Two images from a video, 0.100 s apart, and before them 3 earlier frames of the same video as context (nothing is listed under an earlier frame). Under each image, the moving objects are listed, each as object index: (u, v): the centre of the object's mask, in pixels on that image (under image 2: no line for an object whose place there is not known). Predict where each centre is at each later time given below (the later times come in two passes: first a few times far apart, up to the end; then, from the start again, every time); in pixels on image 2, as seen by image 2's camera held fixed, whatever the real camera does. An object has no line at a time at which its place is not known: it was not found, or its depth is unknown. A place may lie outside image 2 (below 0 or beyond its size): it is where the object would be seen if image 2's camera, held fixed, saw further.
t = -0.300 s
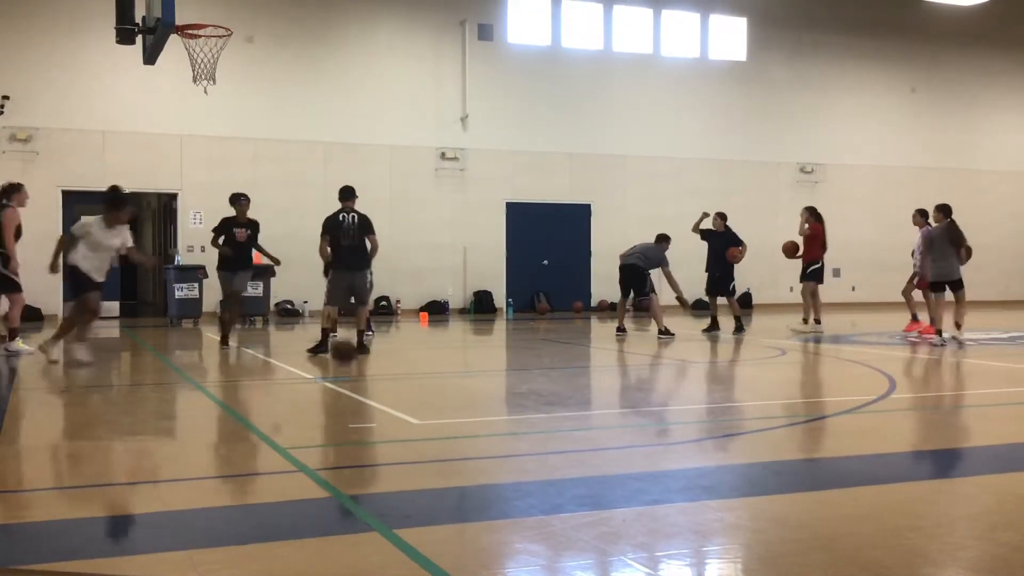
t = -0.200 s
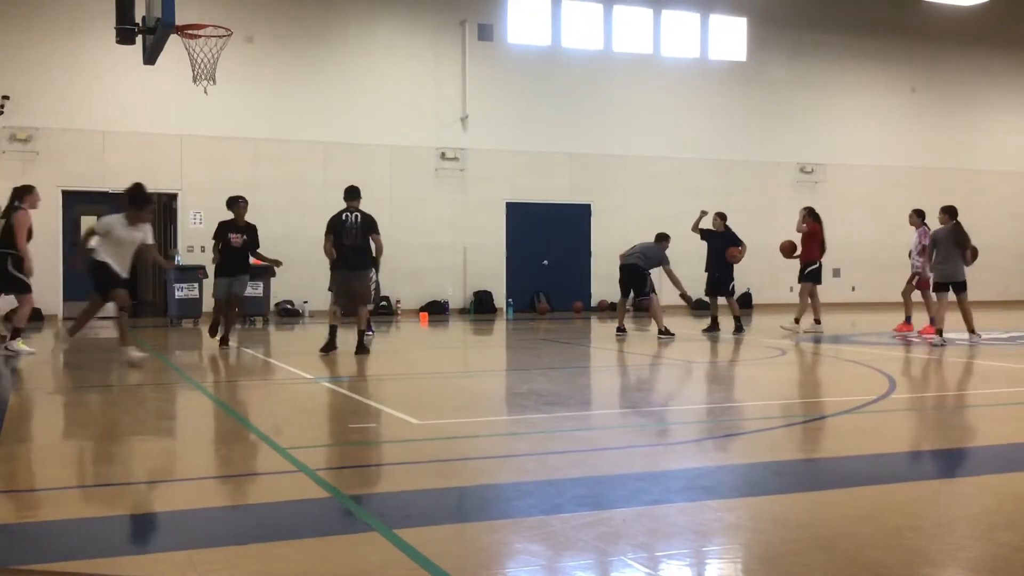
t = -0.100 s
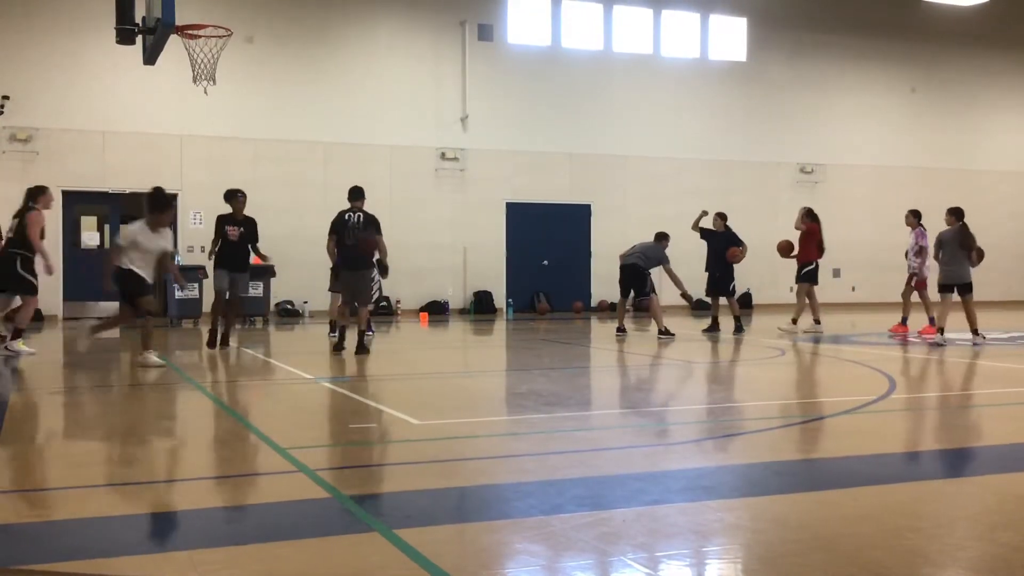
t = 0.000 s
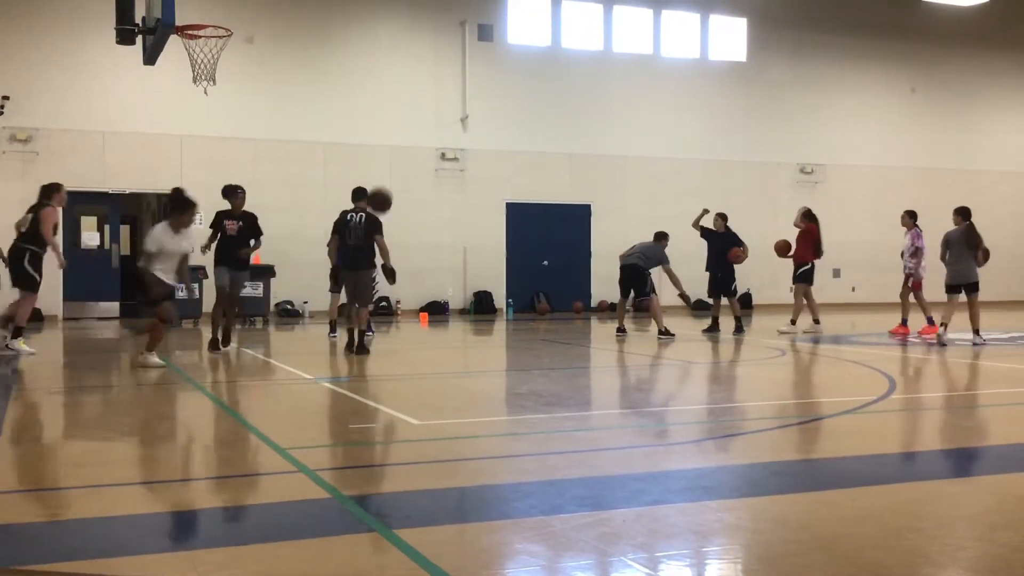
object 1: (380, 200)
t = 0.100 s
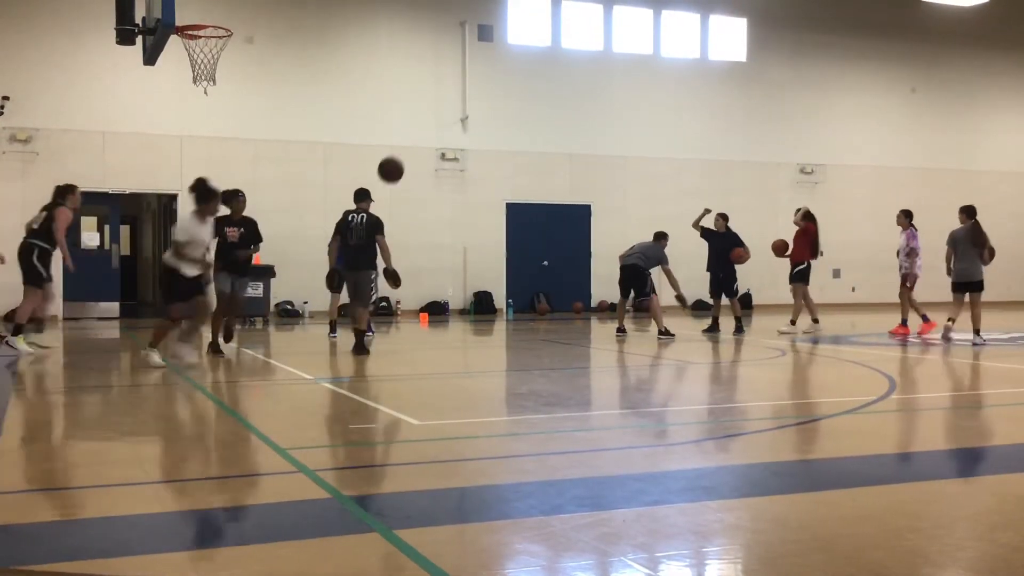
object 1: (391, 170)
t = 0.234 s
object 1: (406, 145)
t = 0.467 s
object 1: (434, 148)
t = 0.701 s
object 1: (462, 211)
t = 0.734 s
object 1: (465, 225)
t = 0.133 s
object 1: (395, 162)
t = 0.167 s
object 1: (398, 155)
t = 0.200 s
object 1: (402, 150)
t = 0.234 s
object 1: (406, 145)
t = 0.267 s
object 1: (410, 142)
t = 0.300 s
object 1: (414, 140)
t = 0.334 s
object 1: (418, 139)
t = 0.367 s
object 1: (422, 139)
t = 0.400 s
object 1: (426, 141)
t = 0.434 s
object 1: (430, 144)
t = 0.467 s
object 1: (434, 148)
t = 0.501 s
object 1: (438, 153)
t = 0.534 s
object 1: (442, 160)
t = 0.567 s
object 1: (446, 167)
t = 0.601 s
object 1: (450, 177)
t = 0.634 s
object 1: (454, 187)
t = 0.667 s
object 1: (458, 199)
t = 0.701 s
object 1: (462, 211)
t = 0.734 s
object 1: (465, 225)
